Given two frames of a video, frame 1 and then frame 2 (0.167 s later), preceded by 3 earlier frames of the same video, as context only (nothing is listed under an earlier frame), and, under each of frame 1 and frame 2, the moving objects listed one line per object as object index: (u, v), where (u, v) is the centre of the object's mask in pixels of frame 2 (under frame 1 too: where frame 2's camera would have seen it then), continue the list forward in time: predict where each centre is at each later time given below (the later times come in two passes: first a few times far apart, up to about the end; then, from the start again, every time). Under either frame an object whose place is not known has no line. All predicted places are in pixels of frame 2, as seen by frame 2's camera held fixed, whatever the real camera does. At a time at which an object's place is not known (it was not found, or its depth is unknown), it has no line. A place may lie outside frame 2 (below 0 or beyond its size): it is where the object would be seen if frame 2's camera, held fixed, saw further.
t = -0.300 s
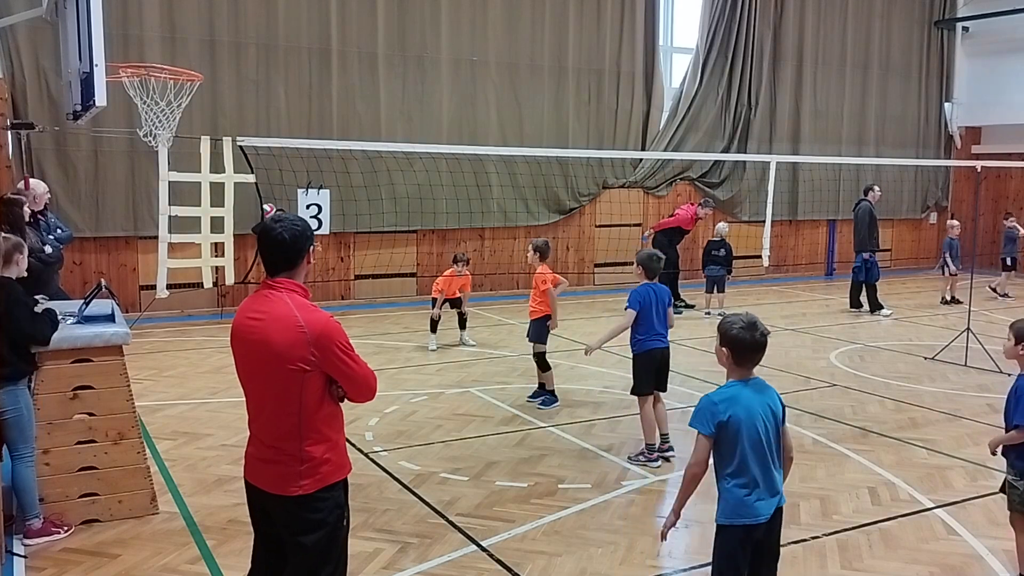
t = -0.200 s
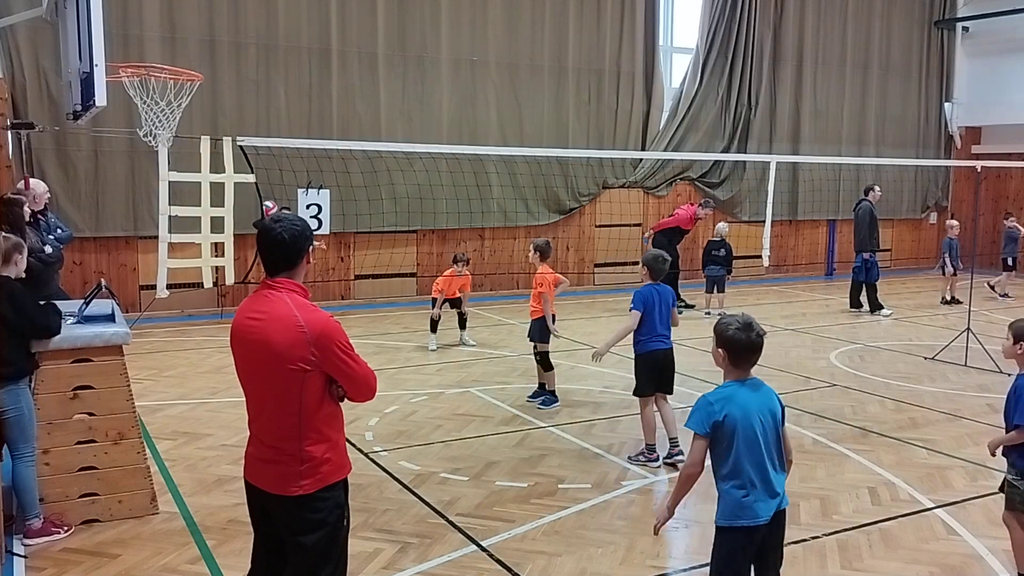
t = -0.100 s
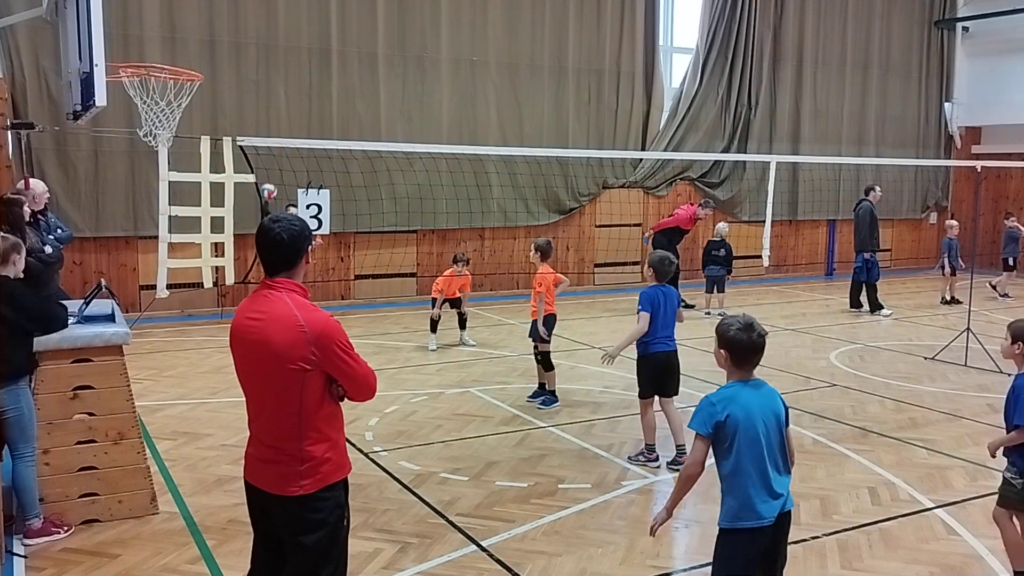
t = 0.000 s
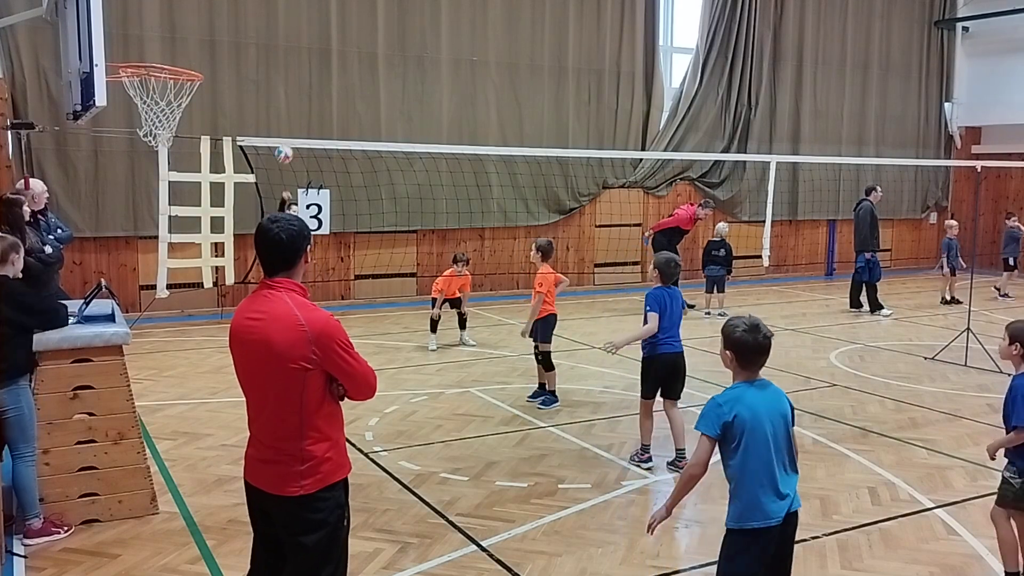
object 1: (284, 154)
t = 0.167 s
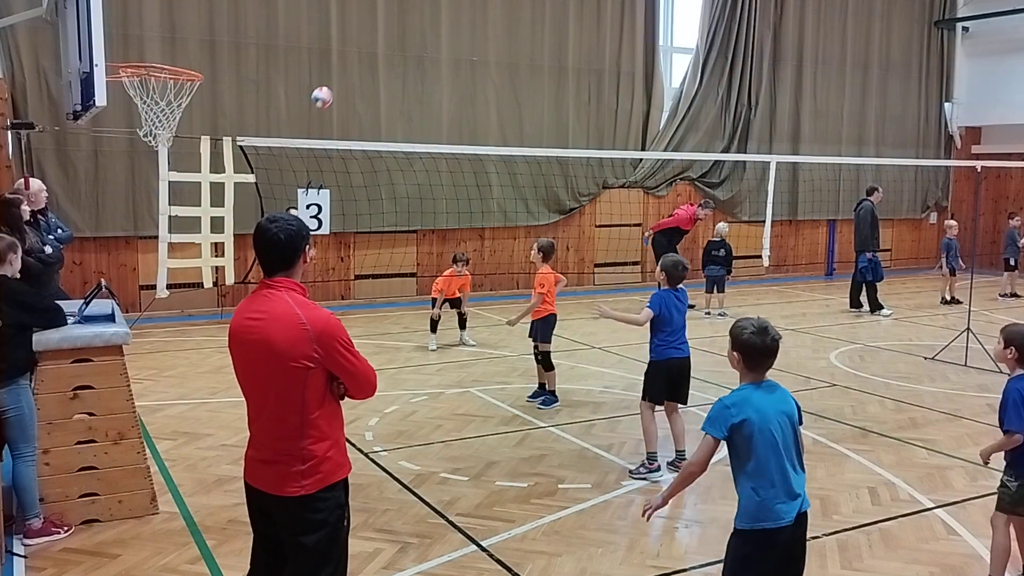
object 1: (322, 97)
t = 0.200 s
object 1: (331, 87)
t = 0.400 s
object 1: (390, 38)
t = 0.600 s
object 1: (472, 21)
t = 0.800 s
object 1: (589, 58)
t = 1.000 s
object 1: (761, 186)
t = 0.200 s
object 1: (331, 87)
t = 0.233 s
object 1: (339, 76)
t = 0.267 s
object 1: (349, 68)
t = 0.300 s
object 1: (359, 59)
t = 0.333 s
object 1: (369, 51)
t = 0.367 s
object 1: (379, 45)
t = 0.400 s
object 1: (390, 38)
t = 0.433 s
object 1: (403, 33)
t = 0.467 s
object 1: (415, 28)
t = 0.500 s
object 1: (428, 24)
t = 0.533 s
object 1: (443, 22)
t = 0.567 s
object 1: (457, 21)
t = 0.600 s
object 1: (472, 21)
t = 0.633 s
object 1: (489, 23)
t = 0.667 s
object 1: (506, 26)
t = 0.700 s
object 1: (524, 31)
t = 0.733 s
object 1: (545, 38)
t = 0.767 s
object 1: (566, 48)
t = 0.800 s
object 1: (589, 58)
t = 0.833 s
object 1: (613, 72)
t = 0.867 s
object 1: (638, 88)
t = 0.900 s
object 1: (665, 108)
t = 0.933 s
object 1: (696, 132)
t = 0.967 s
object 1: (728, 159)
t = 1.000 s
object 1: (761, 186)
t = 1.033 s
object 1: (798, 222)
